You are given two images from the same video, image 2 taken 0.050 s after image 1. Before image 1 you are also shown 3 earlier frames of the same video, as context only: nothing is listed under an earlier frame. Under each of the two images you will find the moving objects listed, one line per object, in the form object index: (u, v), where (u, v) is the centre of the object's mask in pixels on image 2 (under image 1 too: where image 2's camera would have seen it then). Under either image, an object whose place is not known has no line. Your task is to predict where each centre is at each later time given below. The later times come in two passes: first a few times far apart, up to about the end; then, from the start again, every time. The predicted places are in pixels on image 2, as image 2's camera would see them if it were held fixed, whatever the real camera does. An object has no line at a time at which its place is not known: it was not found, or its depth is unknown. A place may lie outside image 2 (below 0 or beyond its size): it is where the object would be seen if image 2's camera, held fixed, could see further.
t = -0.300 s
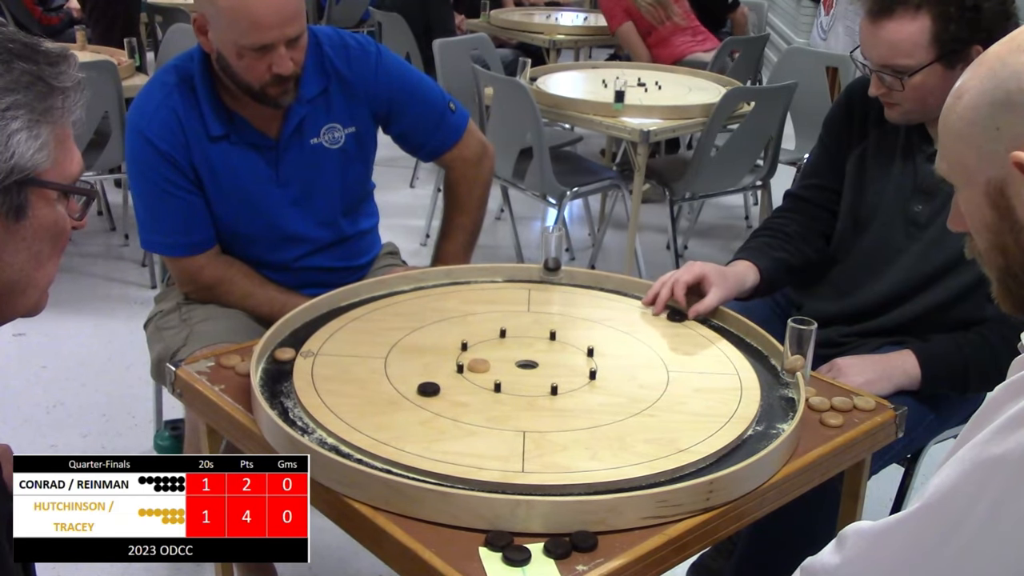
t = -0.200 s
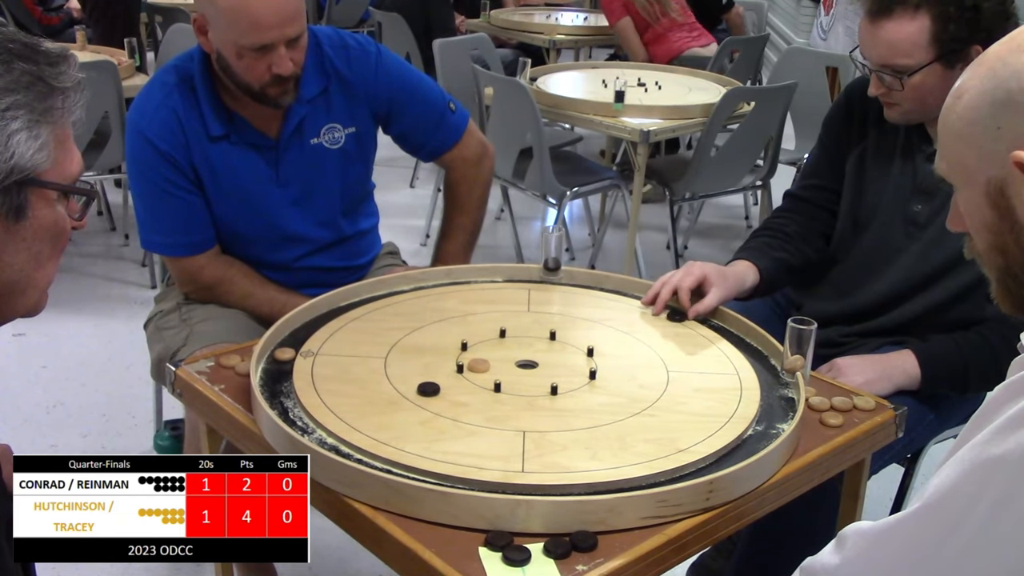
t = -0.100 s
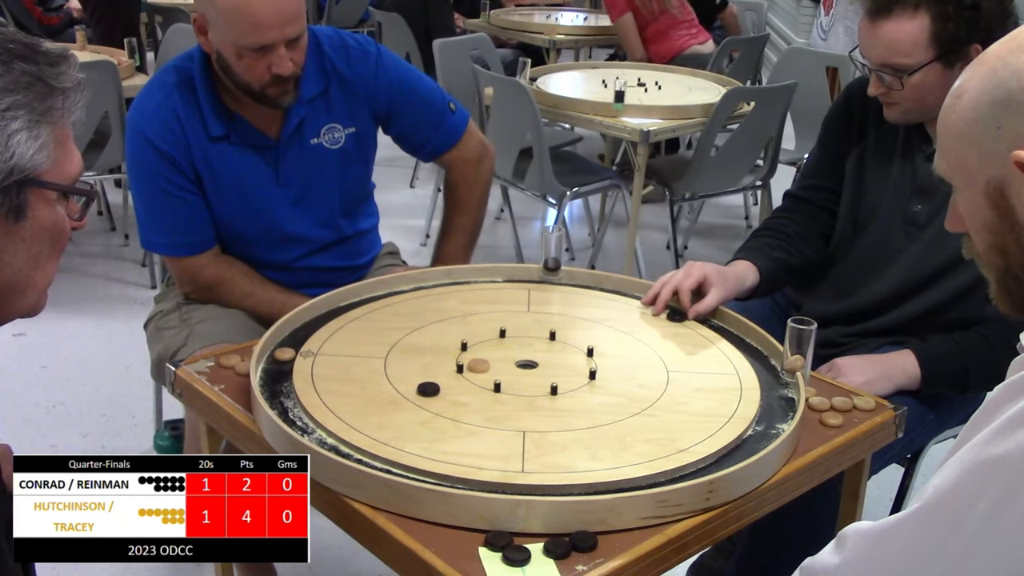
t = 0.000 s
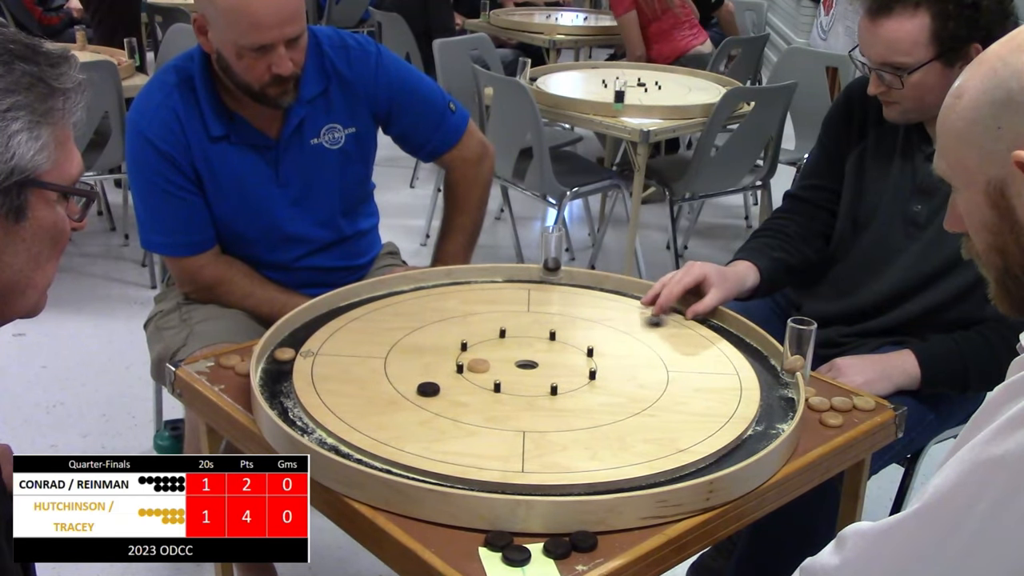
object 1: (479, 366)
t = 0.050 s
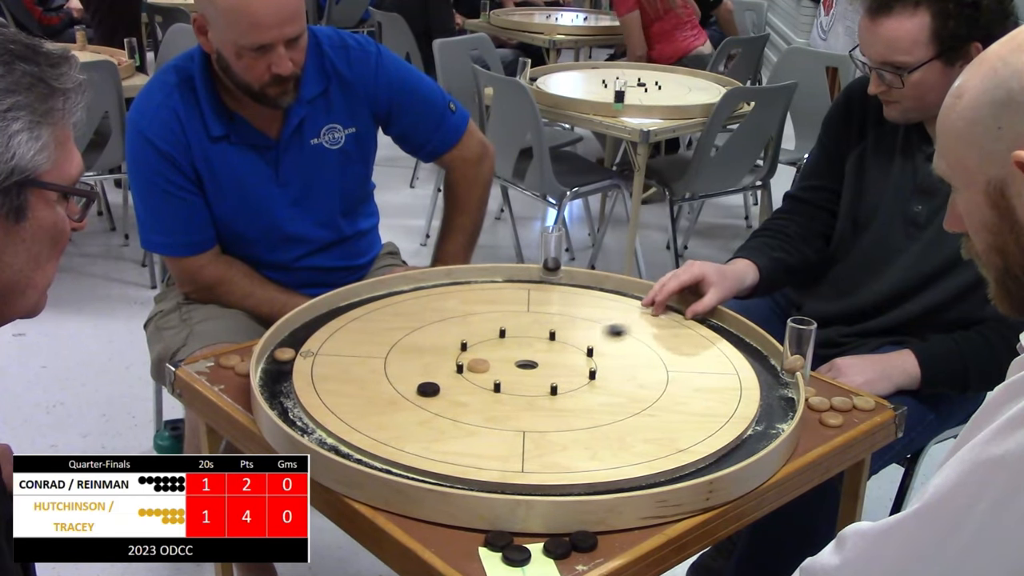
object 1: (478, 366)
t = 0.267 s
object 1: (506, 368)
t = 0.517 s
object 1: (636, 365)
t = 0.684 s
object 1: (695, 363)
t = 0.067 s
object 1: (478, 366)
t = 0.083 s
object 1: (479, 366)
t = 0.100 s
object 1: (479, 366)
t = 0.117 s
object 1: (478, 366)
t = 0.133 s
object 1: (479, 366)
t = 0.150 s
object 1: (479, 366)
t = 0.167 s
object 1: (479, 366)
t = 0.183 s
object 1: (478, 366)
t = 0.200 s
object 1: (478, 366)
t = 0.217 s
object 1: (476, 368)
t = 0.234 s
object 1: (485, 368)
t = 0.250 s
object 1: (497, 368)
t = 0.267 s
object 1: (506, 368)
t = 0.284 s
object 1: (517, 368)
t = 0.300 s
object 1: (526, 367)
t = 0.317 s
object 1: (536, 367)
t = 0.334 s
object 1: (546, 367)
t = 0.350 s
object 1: (554, 367)
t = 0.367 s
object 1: (564, 367)
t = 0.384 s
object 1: (572, 367)
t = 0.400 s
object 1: (580, 366)
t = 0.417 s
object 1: (590, 365)
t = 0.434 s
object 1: (598, 365)
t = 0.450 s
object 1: (606, 366)
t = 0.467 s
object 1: (613, 366)
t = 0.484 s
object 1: (621, 366)
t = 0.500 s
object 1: (628, 365)
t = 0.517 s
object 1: (636, 365)
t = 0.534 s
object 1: (642, 365)
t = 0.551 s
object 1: (649, 365)
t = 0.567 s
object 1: (655, 365)
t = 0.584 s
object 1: (662, 364)
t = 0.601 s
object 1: (668, 364)
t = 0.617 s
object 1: (673, 364)
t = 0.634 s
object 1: (679, 364)
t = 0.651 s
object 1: (684, 364)
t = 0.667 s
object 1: (690, 364)
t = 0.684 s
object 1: (695, 363)
